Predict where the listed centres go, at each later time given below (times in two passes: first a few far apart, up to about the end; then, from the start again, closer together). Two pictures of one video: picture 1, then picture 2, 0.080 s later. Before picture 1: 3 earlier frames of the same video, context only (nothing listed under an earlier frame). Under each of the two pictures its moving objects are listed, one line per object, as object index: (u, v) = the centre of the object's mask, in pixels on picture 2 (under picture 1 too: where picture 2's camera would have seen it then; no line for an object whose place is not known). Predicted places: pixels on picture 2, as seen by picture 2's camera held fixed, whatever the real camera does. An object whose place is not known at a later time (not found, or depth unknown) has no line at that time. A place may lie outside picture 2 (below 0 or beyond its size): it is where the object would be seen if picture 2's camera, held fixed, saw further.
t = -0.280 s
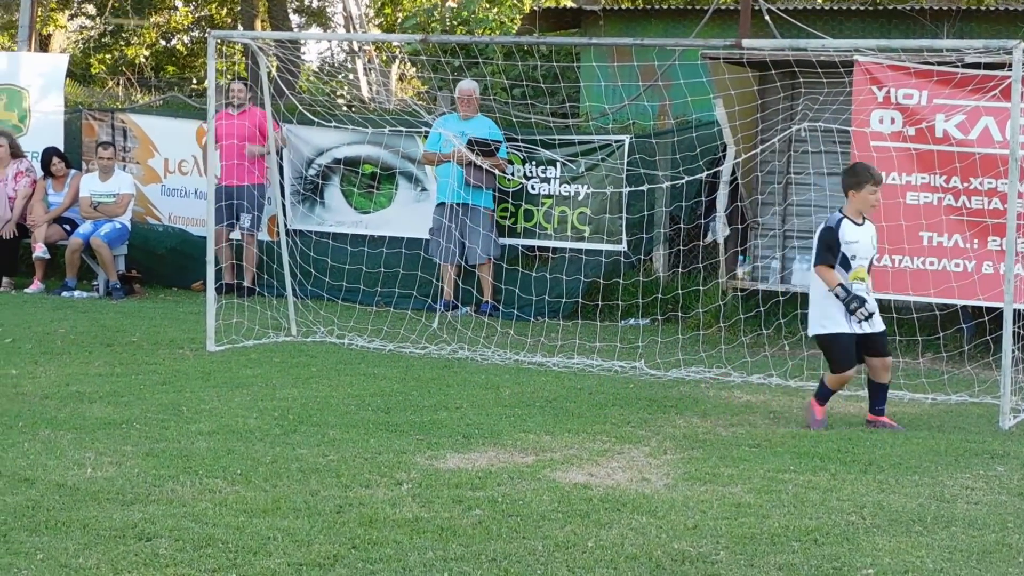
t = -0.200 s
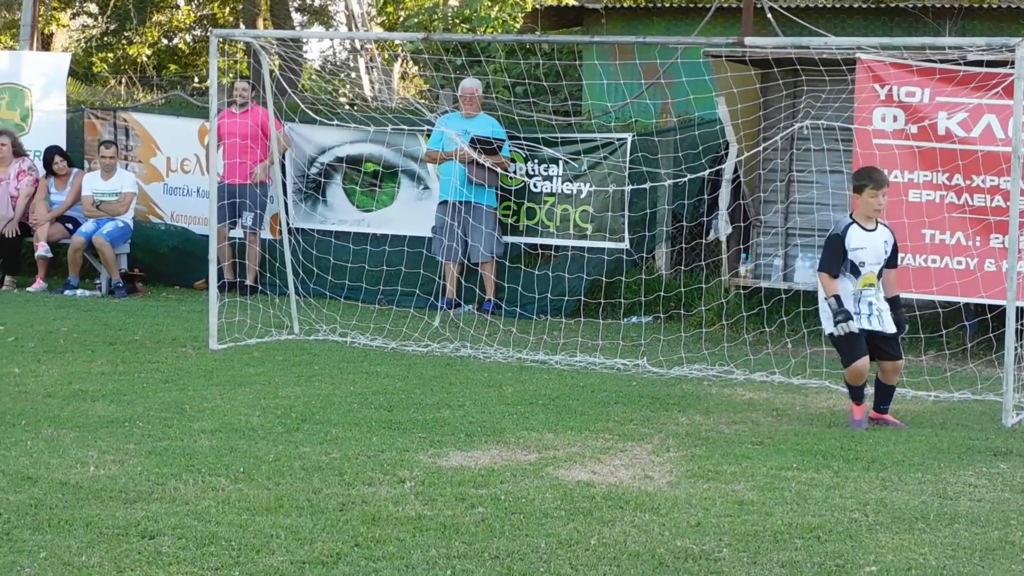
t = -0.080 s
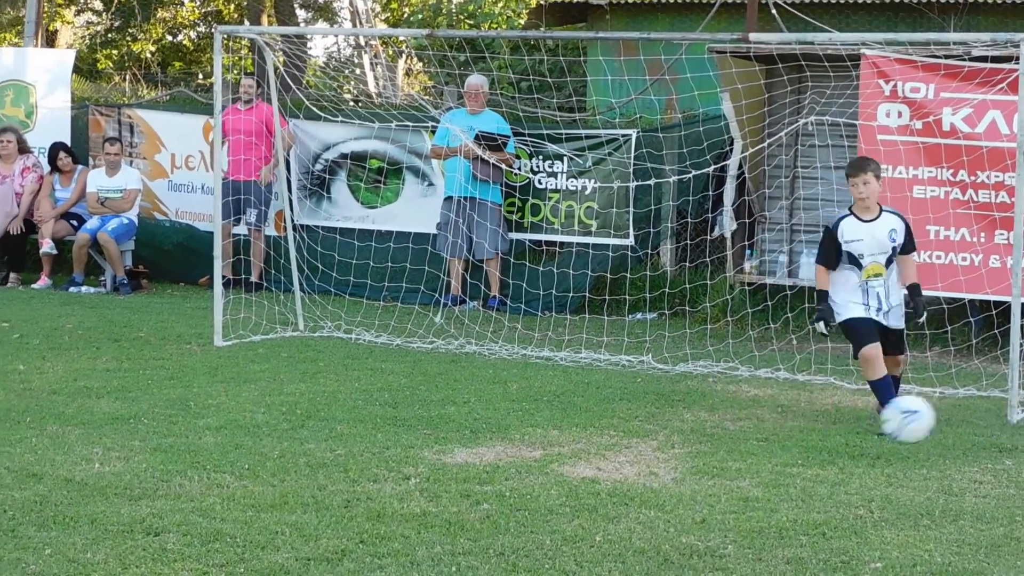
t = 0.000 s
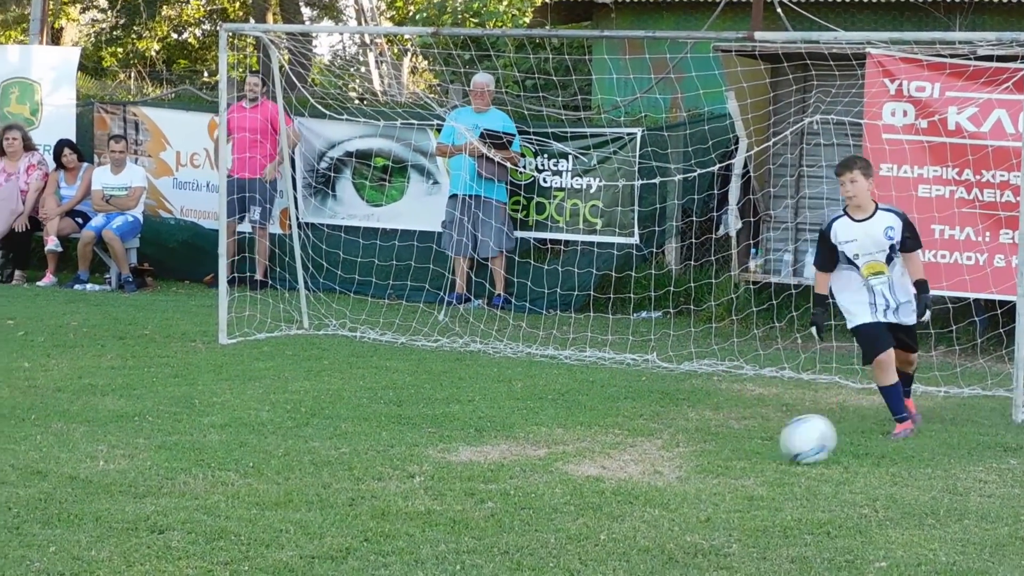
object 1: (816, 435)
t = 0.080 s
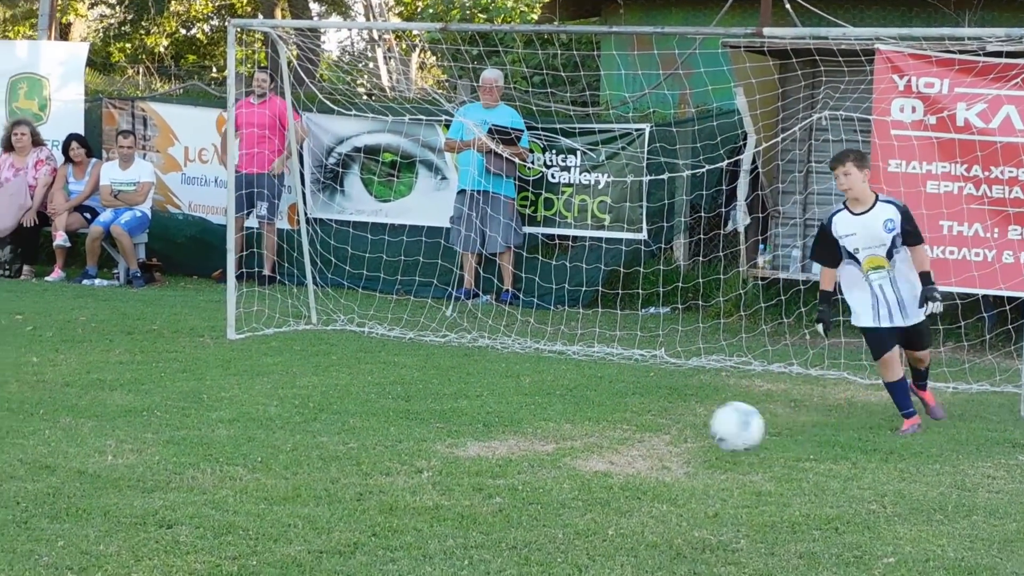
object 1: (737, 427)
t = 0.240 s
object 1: (581, 434)
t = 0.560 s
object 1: (276, 453)
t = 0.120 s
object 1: (698, 423)
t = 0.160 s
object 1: (659, 423)
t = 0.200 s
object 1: (621, 427)
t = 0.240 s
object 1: (581, 434)
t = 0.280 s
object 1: (540, 445)
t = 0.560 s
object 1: (276, 453)
